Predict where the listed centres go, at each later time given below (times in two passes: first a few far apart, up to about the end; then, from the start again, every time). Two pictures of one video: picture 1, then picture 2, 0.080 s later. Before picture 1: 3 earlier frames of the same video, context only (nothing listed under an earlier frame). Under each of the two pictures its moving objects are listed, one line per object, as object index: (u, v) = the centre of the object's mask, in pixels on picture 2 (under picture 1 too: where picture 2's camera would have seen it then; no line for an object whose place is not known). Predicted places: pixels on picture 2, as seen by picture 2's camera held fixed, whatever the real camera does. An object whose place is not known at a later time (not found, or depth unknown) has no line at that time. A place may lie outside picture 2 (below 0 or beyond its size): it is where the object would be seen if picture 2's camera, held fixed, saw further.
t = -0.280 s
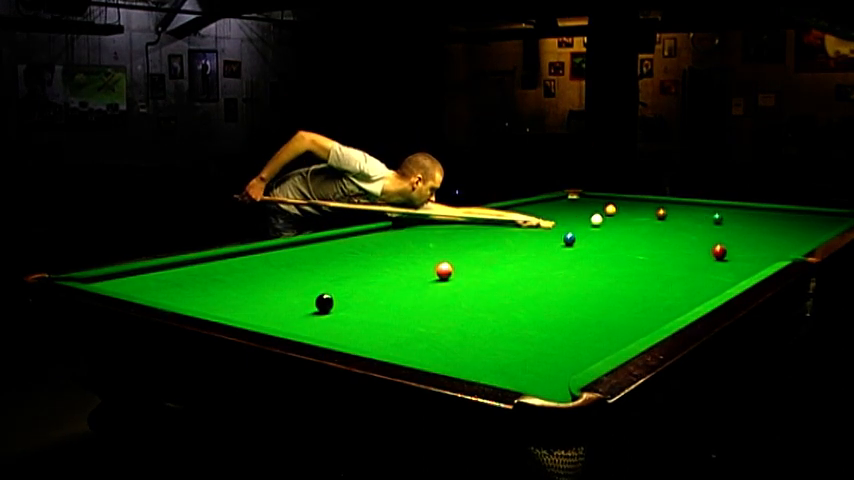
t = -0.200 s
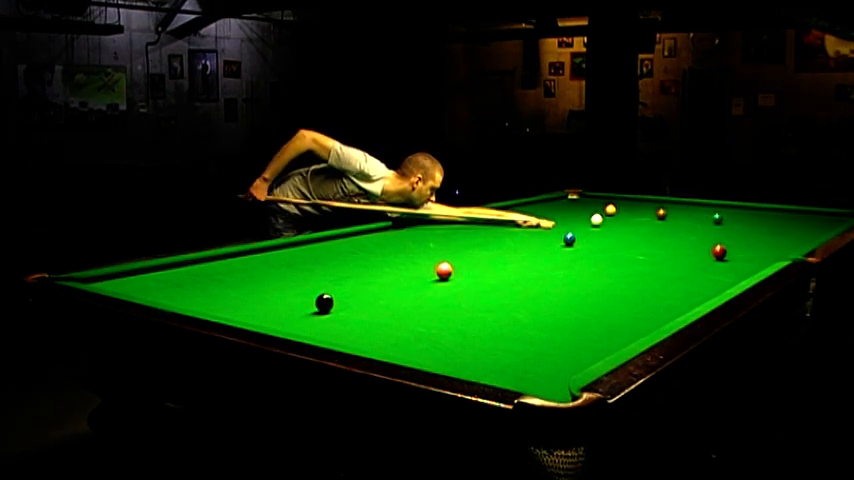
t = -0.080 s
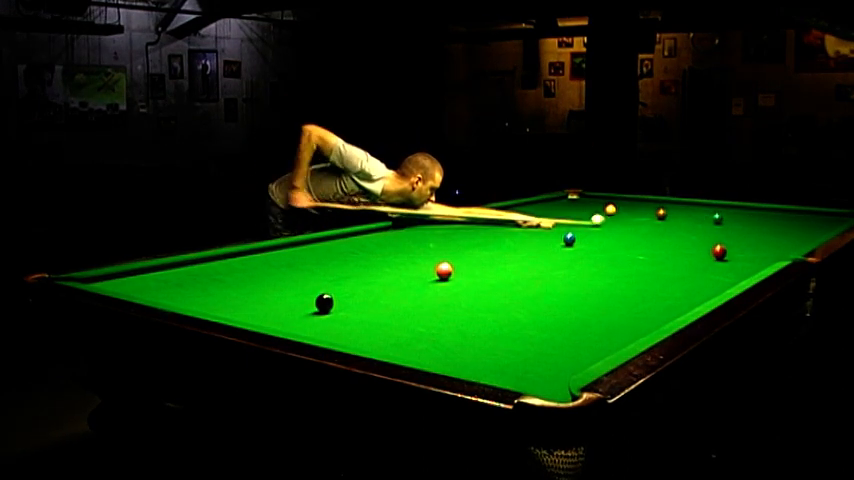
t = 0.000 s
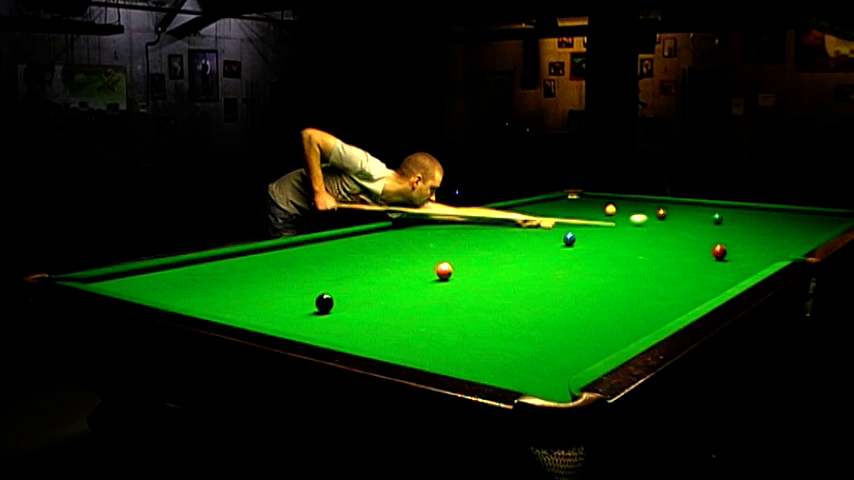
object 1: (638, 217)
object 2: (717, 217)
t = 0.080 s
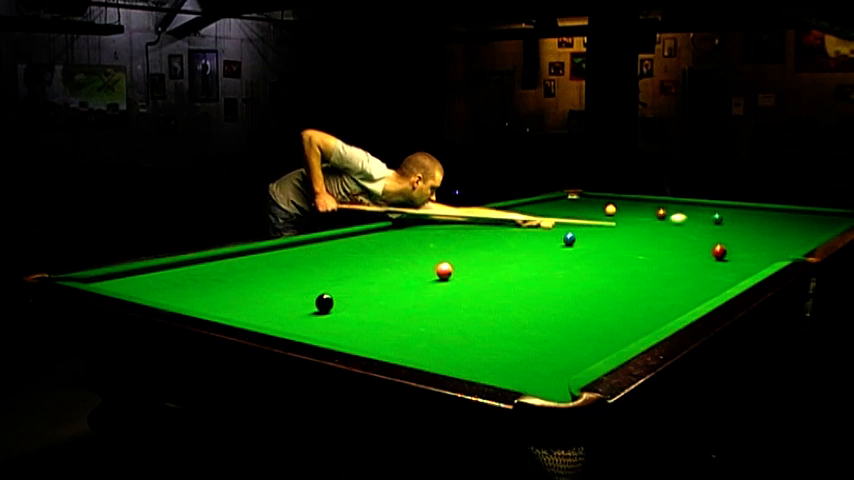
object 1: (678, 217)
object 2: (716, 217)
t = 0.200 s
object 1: (710, 218)
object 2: (736, 217)
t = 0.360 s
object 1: (710, 219)
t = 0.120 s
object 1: (696, 217)
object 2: (717, 217)
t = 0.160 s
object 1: (709, 217)
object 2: (722, 217)
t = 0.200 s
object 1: (710, 218)
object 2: (736, 217)
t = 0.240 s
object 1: (711, 218)
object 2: (750, 217)
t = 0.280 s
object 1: (711, 218)
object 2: (763, 216)
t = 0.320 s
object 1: (711, 219)
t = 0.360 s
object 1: (710, 219)
